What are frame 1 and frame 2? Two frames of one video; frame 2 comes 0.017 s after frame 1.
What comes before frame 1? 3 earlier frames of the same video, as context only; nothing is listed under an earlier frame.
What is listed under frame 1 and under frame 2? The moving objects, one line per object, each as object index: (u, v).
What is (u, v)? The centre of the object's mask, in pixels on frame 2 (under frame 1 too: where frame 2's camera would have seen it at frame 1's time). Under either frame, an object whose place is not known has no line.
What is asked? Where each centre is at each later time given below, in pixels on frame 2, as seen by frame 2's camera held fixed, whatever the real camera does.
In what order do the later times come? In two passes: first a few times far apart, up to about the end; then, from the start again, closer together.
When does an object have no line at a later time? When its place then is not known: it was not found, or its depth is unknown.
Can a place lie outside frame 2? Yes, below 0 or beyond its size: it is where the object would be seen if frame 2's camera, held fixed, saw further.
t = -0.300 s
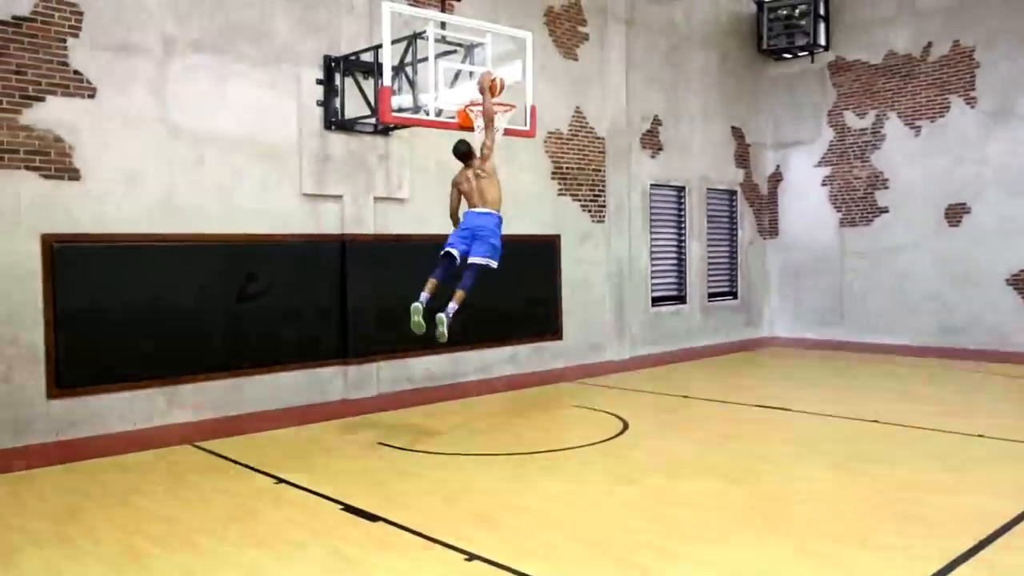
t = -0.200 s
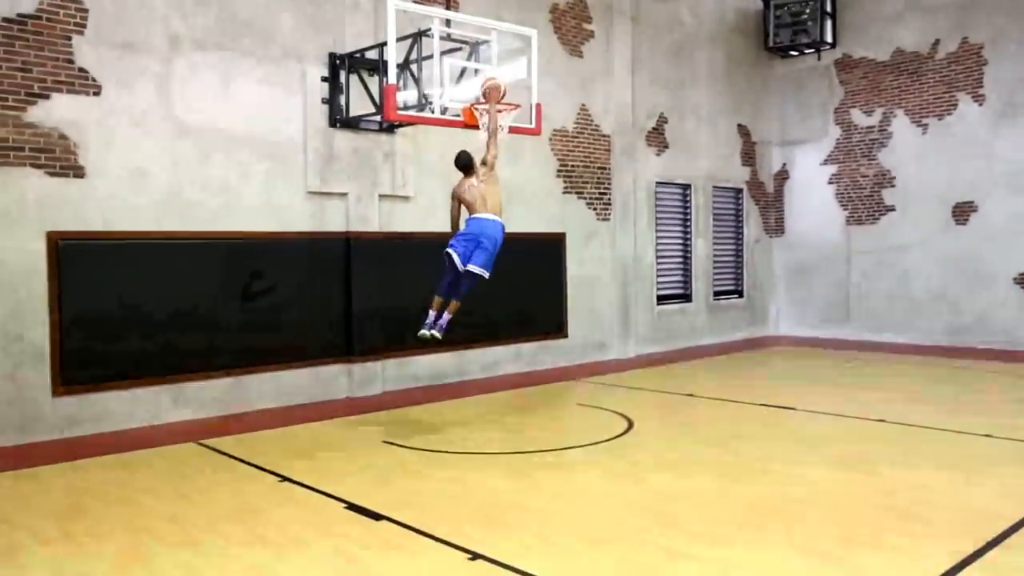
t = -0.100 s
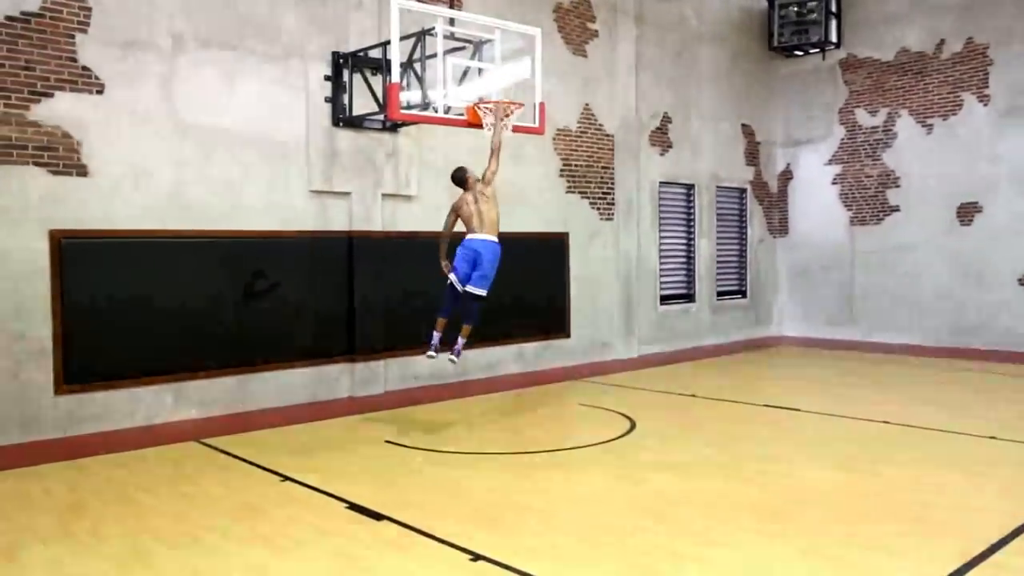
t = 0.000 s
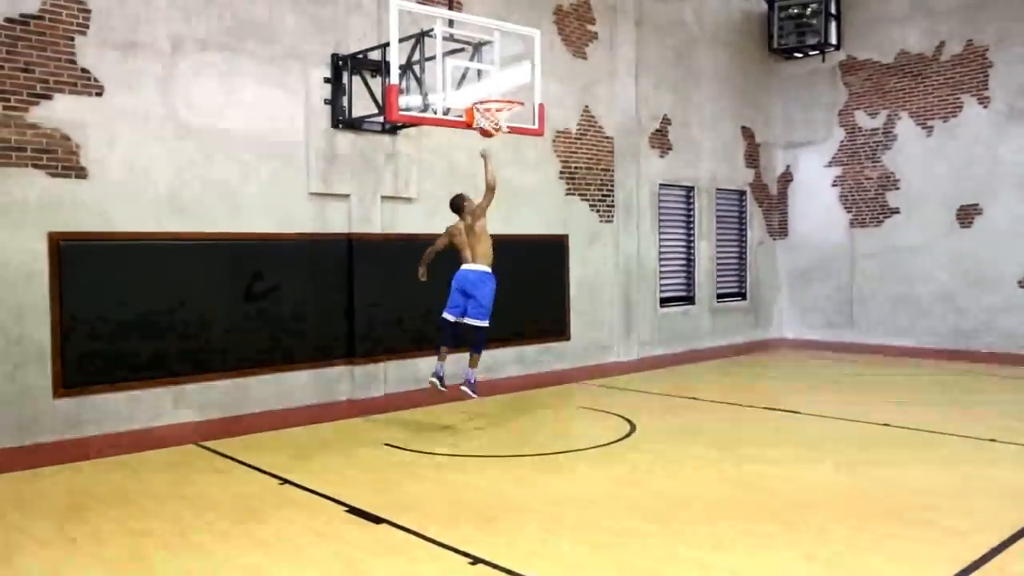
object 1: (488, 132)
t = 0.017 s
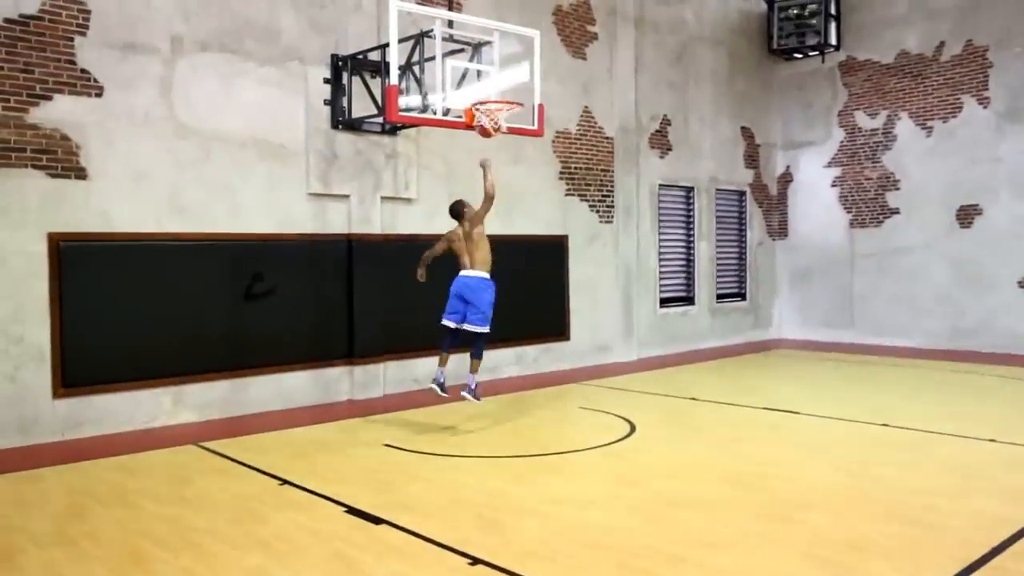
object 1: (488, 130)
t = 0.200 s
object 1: (488, 144)
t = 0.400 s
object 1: (488, 204)
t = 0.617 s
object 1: (489, 320)
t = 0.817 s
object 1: (491, 393)
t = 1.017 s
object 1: (500, 295)
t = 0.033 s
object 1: (488, 128)
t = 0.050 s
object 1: (488, 127)
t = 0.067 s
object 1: (488, 126)
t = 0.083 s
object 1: (489, 126)
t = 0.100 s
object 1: (489, 128)
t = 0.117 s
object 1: (489, 129)
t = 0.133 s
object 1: (489, 131)
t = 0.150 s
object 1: (489, 135)
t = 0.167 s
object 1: (489, 137)
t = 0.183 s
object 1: (488, 141)
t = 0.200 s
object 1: (488, 144)
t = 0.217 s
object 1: (488, 146)
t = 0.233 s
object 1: (488, 150)
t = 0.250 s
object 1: (488, 154)
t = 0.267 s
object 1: (488, 157)
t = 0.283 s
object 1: (488, 162)
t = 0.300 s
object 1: (488, 167)
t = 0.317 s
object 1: (488, 172)
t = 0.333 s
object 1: (488, 178)
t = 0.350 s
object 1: (488, 185)
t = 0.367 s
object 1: (488, 191)
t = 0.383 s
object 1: (488, 197)
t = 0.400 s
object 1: (488, 204)
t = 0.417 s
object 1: (488, 211)
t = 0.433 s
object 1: (488, 217)
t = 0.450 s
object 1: (488, 226)
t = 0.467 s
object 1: (488, 234)
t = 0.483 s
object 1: (488, 242)
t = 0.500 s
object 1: (488, 251)
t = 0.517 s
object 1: (488, 260)
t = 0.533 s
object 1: (489, 269)
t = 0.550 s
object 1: (489, 278)
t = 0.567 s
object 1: (489, 288)
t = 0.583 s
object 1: (489, 299)
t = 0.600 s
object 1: (489, 309)
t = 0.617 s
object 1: (489, 320)
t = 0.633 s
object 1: (489, 332)
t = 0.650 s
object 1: (489, 343)
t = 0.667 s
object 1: (489, 354)
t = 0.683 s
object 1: (488, 367)
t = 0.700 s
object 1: (490, 381)
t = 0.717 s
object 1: (490, 392)
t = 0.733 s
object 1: (489, 404)
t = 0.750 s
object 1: (489, 419)
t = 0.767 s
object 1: (489, 424)
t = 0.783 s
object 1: (490, 413)
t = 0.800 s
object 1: (491, 405)
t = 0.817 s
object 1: (491, 393)
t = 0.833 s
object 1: (492, 382)
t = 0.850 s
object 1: (493, 373)
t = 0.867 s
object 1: (494, 364)
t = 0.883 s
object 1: (495, 355)
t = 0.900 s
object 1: (495, 346)
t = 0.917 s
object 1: (496, 338)
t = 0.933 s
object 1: (496, 330)
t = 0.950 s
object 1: (498, 323)
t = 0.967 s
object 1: (498, 315)
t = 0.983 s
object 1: (499, 308)
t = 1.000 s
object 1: (500, 301)
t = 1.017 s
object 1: (500, 295)
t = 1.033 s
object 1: (501, 289)
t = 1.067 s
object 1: (503, 277)
